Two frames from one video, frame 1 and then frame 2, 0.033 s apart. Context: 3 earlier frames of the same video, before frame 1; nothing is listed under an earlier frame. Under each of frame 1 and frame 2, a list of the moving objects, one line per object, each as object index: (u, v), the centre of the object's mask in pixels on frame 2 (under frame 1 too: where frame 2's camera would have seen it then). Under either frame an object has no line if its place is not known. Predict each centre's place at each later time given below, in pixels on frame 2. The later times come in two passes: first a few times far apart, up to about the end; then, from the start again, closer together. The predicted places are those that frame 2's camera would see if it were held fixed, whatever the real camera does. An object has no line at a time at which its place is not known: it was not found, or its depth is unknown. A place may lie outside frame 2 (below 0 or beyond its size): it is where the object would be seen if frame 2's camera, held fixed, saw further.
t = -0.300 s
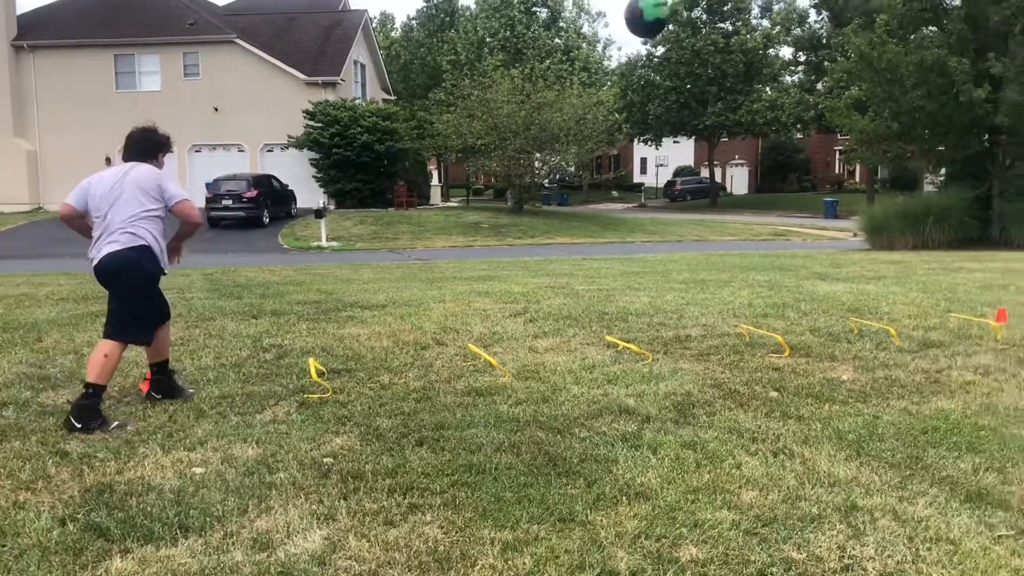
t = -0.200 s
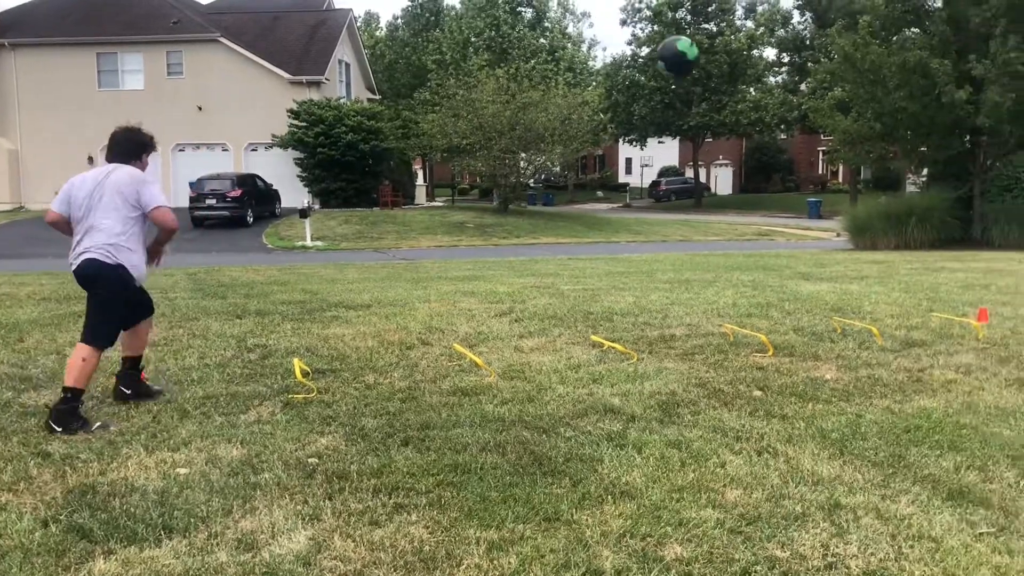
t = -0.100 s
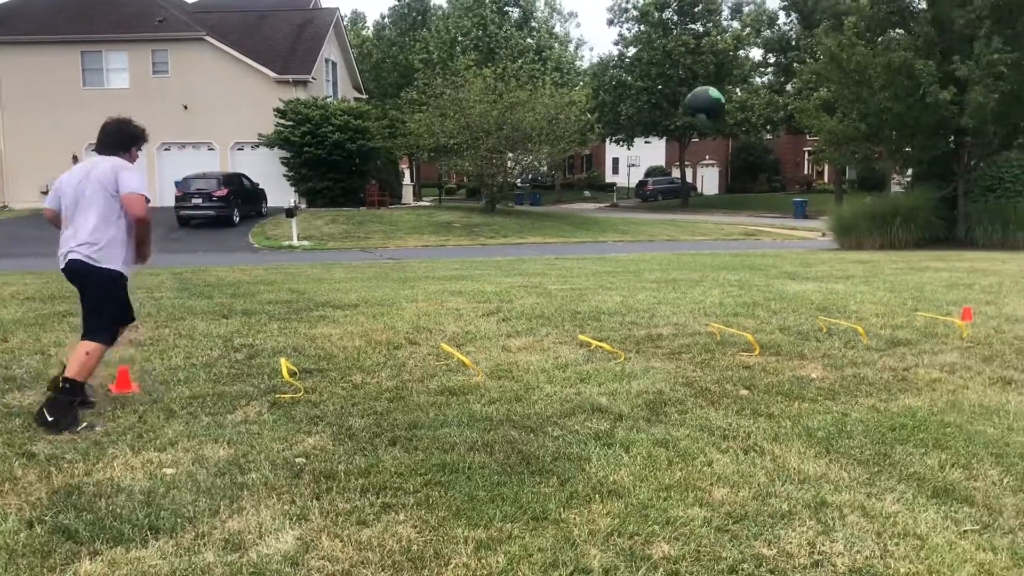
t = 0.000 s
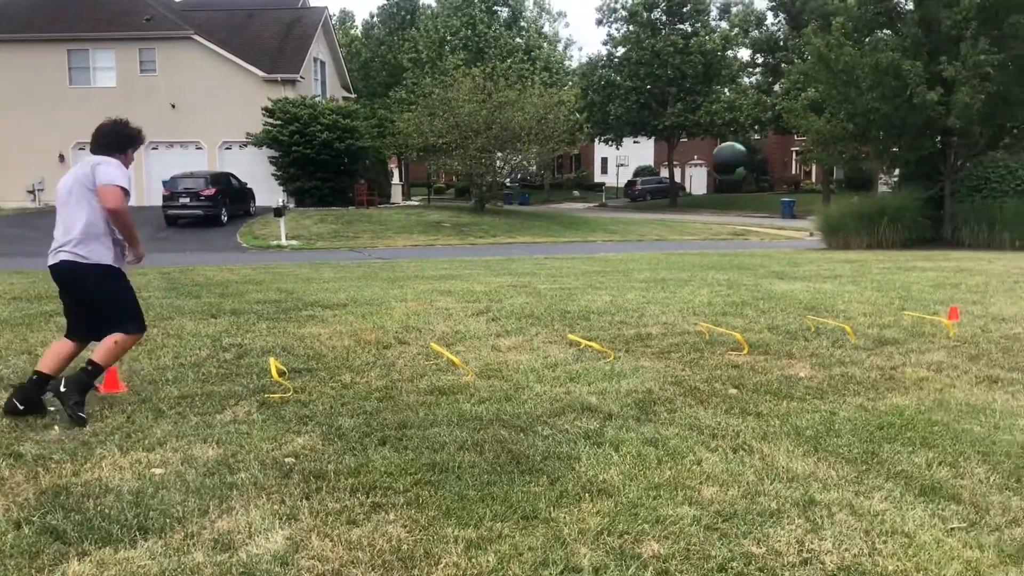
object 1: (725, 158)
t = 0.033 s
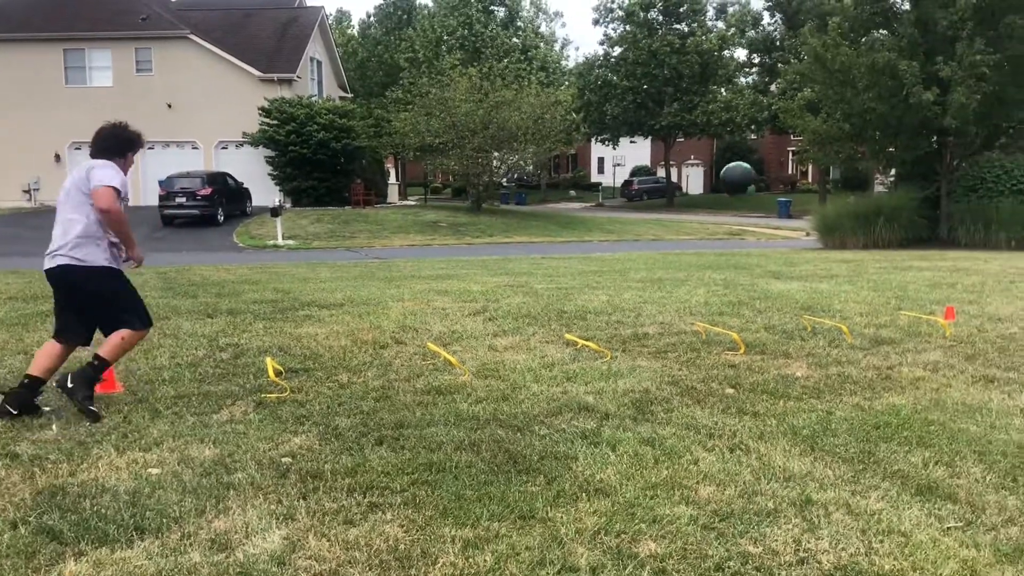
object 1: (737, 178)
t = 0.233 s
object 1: (797, 289)
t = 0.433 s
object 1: (826, 240)
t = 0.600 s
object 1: (850, 226)
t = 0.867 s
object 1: (880, 256)
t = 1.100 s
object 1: (902, 268)
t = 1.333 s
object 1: (919, 267)
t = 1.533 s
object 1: (935, 271)
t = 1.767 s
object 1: (951, 270)
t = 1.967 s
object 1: (962, 270)
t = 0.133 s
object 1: (770, 241)
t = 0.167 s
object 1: (781, 263)
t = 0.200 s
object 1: (791, 285)
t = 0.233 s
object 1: (797, 289)
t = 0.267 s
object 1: (802, 280)
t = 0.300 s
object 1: (806, 270)
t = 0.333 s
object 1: (811, 262)
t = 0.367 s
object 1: (816, 254)
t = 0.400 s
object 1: (821, 246)
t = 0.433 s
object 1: (826, 240)
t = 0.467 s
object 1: (830, 236)
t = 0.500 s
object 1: (837, 231)
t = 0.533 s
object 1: (841, 228)
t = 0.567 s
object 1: (845, 227)
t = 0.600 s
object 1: (850, 226)
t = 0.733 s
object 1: (868, 233)
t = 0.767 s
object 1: (870, 238)
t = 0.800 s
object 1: (873, 243)
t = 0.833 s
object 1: (877, 249)
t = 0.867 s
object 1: (880, 256)
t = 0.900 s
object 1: (884, 264)
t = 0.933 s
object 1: (888, 272)
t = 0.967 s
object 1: (891, 279)
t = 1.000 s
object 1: (893, 279)
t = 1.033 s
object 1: (897, 275)
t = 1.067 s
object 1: (899, 271)
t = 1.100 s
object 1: (902, 268)
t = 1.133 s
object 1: (905, 265)
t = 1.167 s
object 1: (908, 263)
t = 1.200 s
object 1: (910, 262)
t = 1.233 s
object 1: (913, 262)
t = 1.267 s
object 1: (915, 263)
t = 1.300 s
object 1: (918, 264)
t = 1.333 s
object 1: (919, 267)
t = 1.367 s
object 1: (922, 271)
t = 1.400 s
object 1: (925, 273)
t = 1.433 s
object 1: (927, 274)
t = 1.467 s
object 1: (930, 273)
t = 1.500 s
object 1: (932, 272)
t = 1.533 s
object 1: (935, 271)
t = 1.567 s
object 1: (937, 271)
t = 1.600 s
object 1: (939, 271)
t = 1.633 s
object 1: (942, 272)
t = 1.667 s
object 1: (945, 272)
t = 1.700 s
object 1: (947, 271)
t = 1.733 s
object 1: (949, 270)
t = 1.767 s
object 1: (951, 270)
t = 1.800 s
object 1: (953, 270)
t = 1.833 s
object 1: (956, 269)
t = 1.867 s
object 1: (958, 269)
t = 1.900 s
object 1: (960, 269)
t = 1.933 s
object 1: (961, 270)
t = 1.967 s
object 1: (962, 270)
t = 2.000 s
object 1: (964, 270)
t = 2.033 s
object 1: (966, 269)
